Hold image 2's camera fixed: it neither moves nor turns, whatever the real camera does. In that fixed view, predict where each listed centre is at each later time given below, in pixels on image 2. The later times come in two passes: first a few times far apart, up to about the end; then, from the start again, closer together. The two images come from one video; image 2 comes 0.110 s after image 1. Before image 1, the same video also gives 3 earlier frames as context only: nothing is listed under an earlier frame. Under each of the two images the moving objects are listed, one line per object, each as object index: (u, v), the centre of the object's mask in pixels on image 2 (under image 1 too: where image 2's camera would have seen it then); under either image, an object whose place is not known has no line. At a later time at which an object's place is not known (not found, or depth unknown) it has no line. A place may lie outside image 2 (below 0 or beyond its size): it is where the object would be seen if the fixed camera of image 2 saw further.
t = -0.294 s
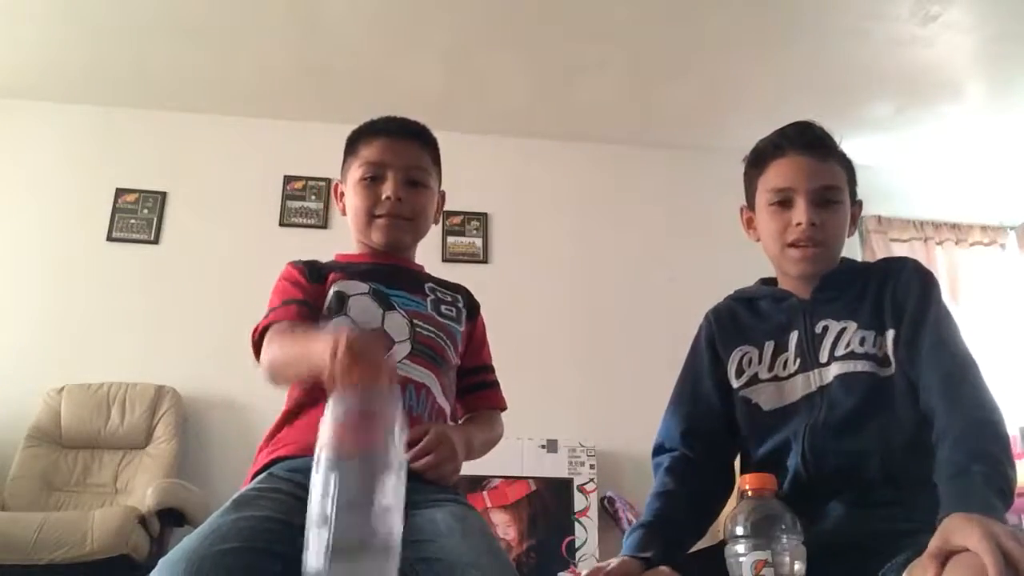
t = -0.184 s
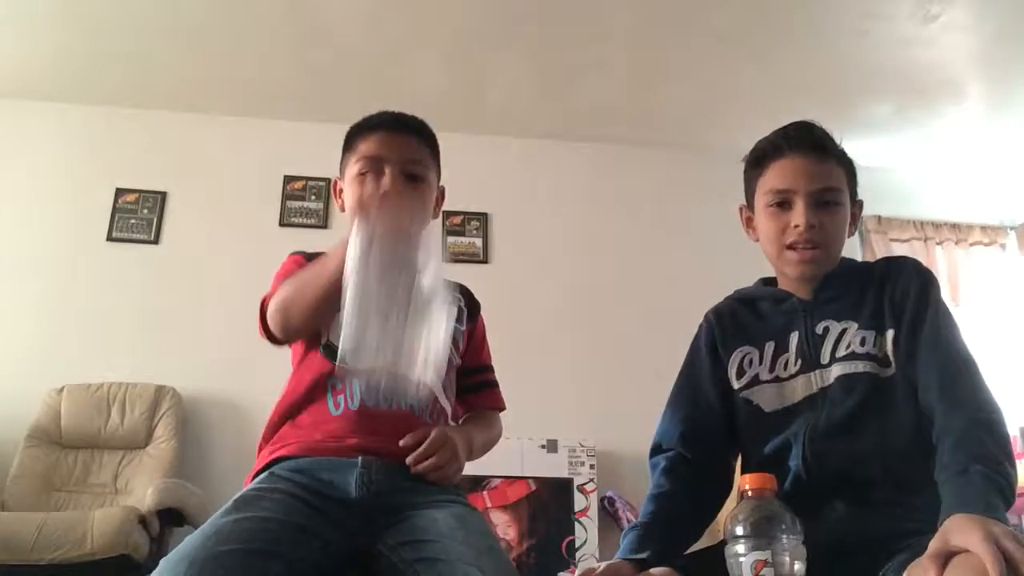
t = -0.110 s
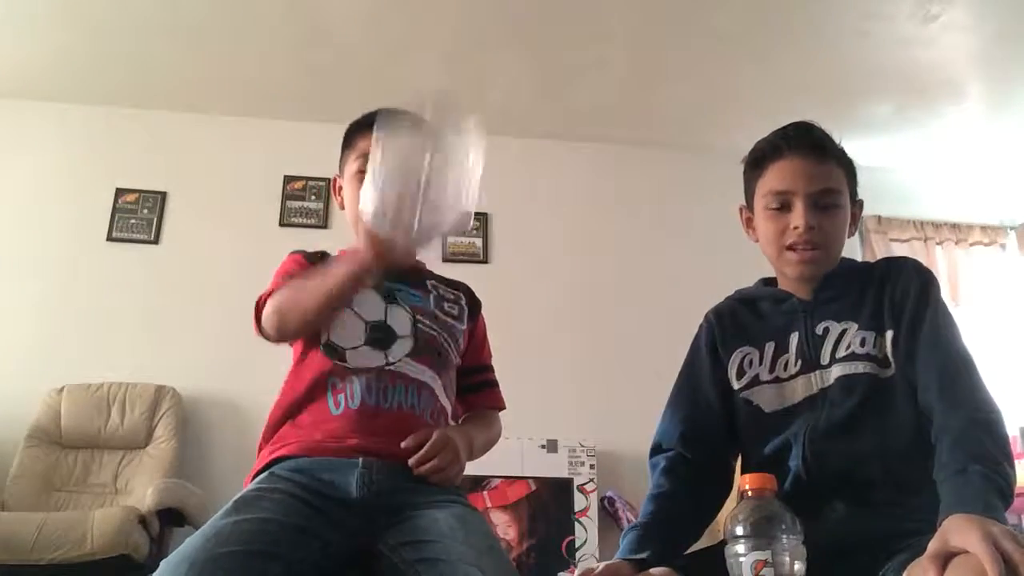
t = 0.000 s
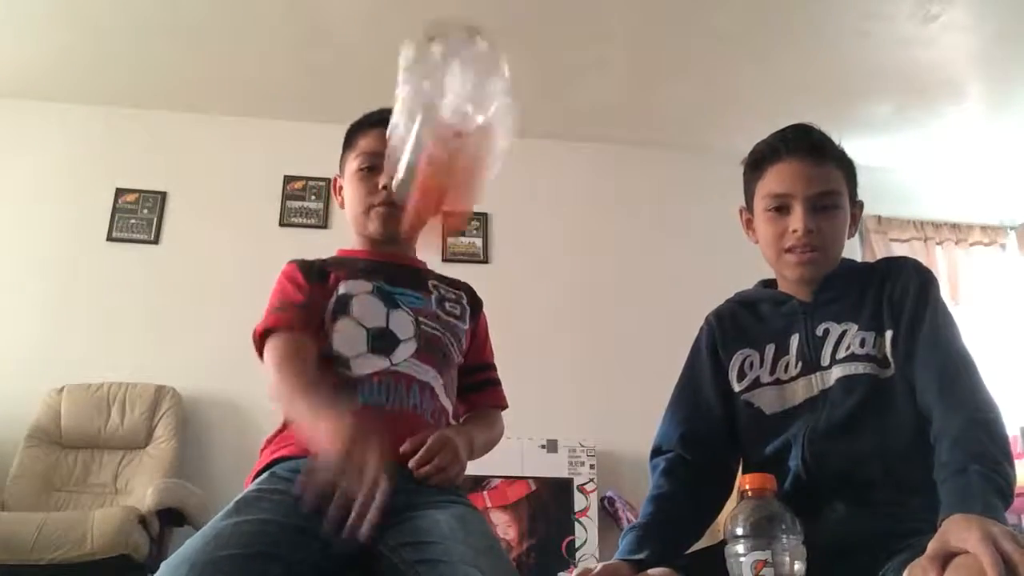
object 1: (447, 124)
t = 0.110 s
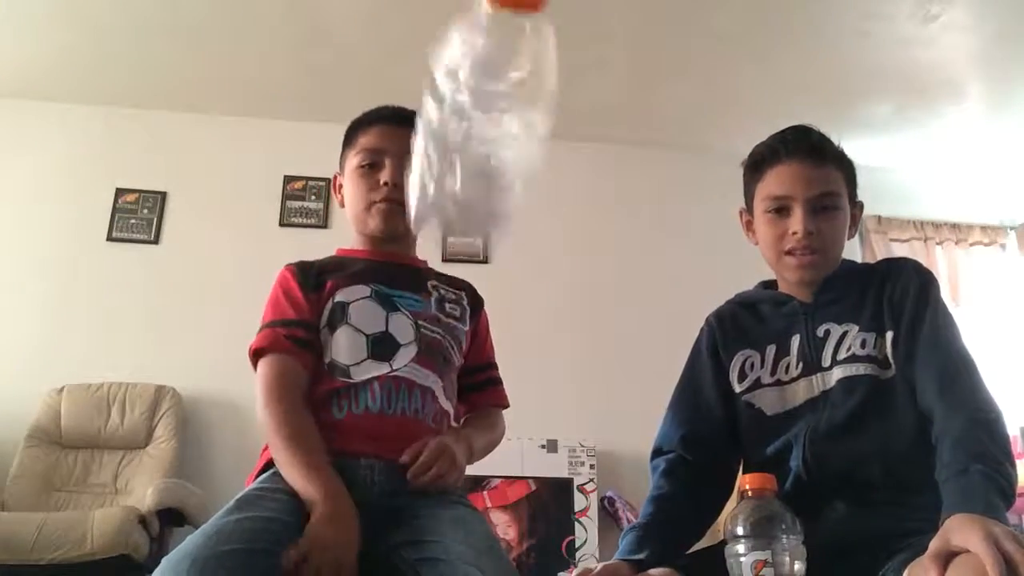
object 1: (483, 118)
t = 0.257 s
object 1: (511, 412)
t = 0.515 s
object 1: (529, 460)
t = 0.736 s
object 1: (528, 461)
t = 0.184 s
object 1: (496, 209)
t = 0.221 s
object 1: (503, 300)
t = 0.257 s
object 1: (511, 412)
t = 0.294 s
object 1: (524, 467)
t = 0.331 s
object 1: (526, 465)
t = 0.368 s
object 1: (534, 457)
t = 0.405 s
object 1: (538, 452)
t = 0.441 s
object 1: (536, 451)
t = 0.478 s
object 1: (532, 454)
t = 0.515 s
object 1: (529, 460)
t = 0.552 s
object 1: (527, 462)
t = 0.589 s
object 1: (527, 462)
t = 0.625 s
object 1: (528, 461)
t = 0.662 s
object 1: (528, 460)
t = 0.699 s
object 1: (528, 461)
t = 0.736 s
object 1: (528, 461)
